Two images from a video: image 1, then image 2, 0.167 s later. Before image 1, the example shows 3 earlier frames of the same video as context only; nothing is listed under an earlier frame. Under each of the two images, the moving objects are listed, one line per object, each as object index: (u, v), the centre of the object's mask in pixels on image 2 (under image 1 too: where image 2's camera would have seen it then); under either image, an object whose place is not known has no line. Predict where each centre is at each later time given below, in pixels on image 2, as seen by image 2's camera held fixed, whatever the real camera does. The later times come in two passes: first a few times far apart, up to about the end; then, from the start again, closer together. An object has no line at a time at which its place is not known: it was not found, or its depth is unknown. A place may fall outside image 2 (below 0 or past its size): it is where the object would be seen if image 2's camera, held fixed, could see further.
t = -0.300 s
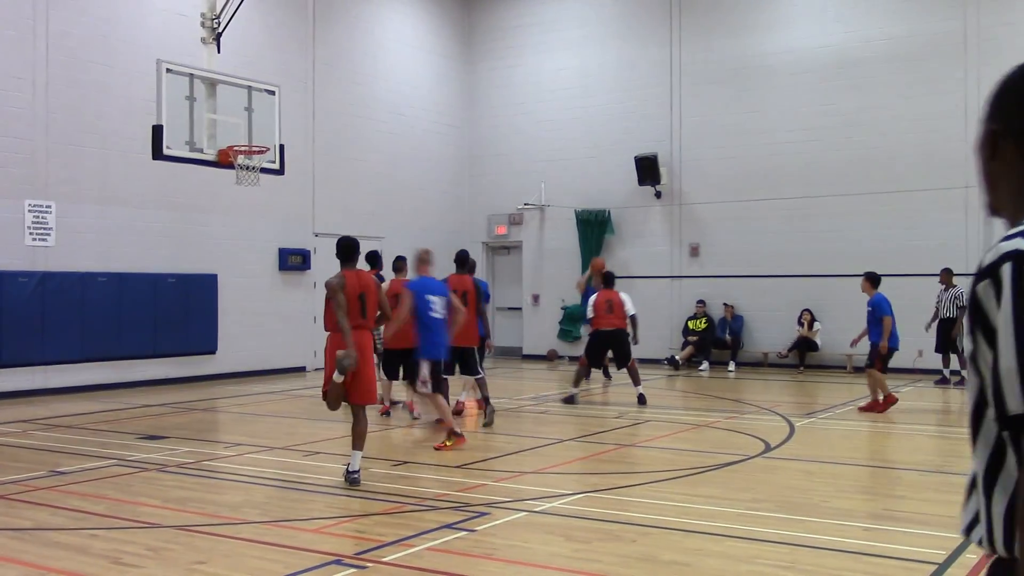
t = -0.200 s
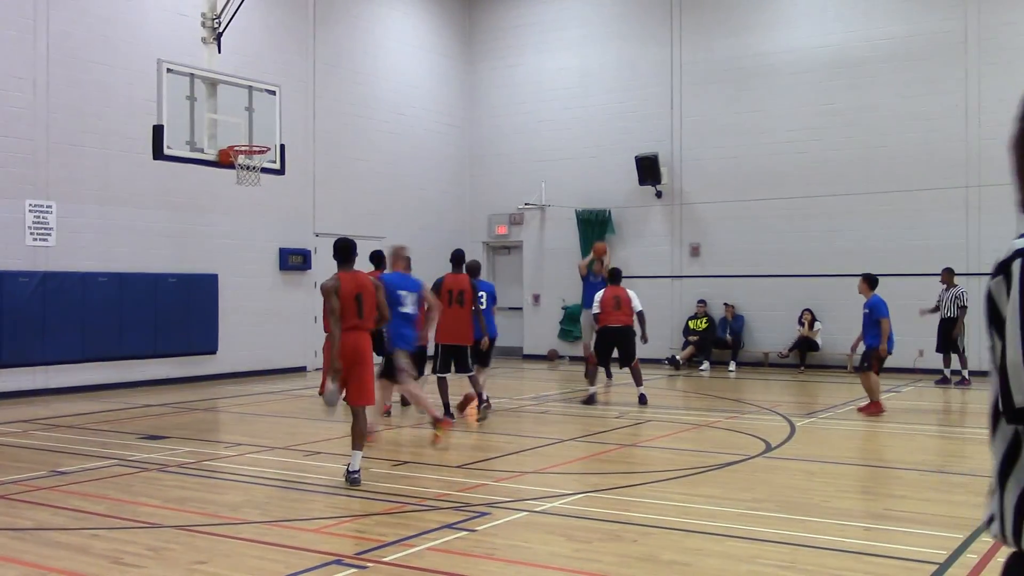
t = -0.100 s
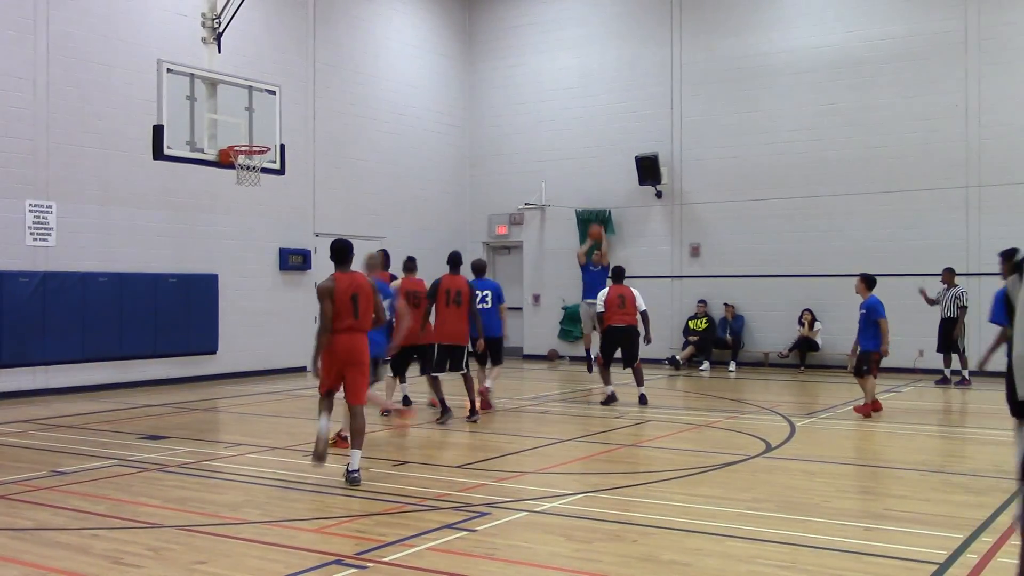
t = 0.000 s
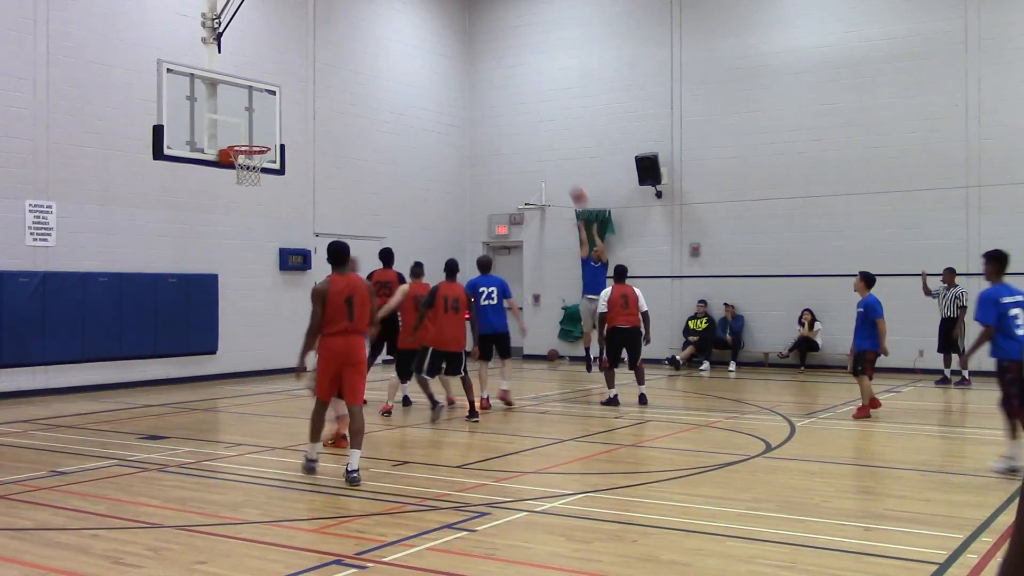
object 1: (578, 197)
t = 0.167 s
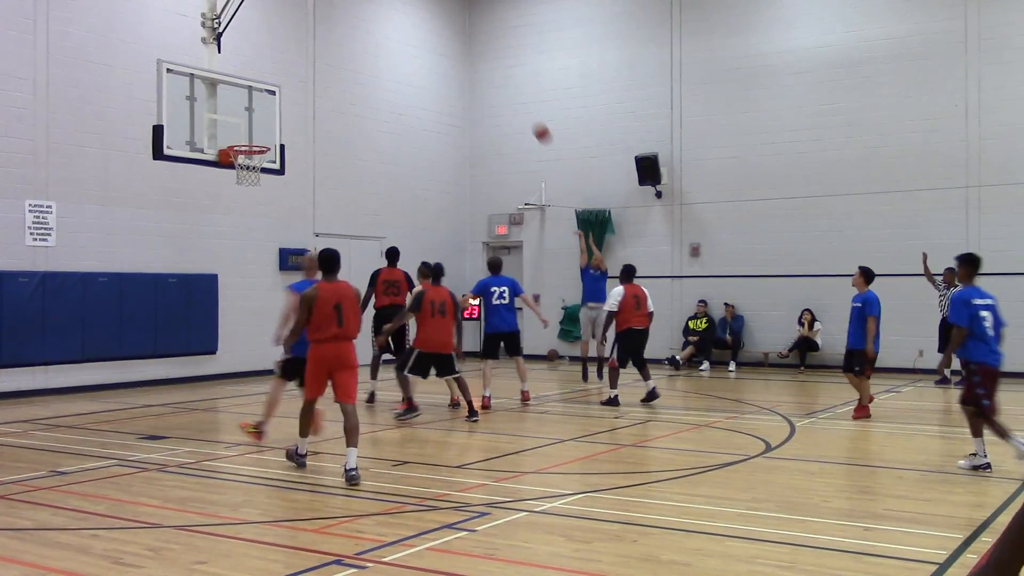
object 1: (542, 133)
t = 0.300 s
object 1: (512, 93)
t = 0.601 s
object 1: (436, 38)
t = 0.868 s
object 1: (362, 39)
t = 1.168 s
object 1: (268, 109)
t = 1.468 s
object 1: (229, 81)
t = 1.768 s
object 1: (212, 59)
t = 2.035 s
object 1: (194, 116)
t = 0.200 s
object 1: (534, 122)
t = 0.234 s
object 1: (527, 112)
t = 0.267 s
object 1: (519, 102)
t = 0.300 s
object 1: (512, 93)
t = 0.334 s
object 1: (503, 83)
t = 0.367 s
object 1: (495, 76)
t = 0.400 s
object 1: (487, 68)
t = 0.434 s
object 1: (478, 61)
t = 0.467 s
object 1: (471, 55)
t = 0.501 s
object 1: (462, 50)
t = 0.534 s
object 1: (453, 45)
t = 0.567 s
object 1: (445, 41)
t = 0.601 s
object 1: (436, 38)
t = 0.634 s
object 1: (427, 35)
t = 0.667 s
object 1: (419, 33)
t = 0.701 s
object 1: (409, 32)
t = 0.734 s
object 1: (400, 32)
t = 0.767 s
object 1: (391, 33)
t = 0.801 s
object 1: (382, 34)
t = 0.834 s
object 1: (372, 36)
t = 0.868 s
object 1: (362, 39)
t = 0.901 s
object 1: (352, 43)
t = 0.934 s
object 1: (342, 48)
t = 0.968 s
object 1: (332, 54)
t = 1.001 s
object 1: (322, 60)
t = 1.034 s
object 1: (311, 68)
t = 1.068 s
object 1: (301, 76)
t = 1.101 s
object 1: (291, 86)
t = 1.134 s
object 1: (279, 97)
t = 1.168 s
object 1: (268, 109)
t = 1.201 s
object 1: (258, 122)
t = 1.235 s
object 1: (246, 135)
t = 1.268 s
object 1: (239, 135)
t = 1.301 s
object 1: (238, 124)
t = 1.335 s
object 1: (236, 114)
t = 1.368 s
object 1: (235, 105)
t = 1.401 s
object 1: (233, 96)
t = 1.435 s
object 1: (231, 88)
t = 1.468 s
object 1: (229, 81)
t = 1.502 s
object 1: (228, 75)
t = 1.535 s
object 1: (226, 69)
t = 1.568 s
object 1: (224, 65)
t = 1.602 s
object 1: (222, 62)
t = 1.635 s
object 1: (220, 59)
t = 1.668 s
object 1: (218, 58)
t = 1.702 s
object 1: (216, 57)
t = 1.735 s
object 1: (214, 58)
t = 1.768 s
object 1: (212, 59)
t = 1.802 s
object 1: (210, 62)
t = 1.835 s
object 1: (208, 66)
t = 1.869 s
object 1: (206, 71)
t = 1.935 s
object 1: (201, 85)
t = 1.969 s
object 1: (199, 94)
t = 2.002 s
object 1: (196, 104)
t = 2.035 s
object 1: (194, 116)
